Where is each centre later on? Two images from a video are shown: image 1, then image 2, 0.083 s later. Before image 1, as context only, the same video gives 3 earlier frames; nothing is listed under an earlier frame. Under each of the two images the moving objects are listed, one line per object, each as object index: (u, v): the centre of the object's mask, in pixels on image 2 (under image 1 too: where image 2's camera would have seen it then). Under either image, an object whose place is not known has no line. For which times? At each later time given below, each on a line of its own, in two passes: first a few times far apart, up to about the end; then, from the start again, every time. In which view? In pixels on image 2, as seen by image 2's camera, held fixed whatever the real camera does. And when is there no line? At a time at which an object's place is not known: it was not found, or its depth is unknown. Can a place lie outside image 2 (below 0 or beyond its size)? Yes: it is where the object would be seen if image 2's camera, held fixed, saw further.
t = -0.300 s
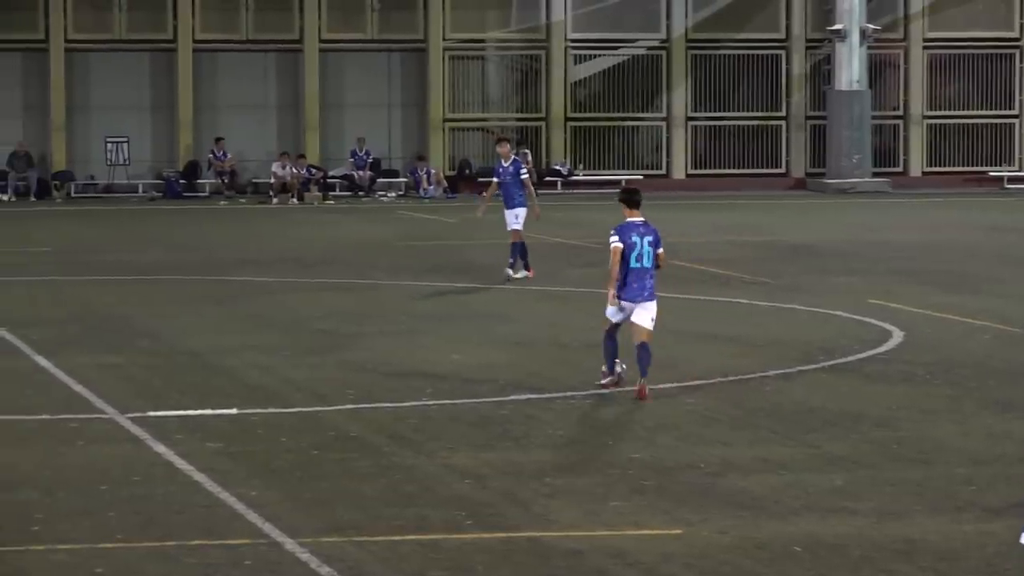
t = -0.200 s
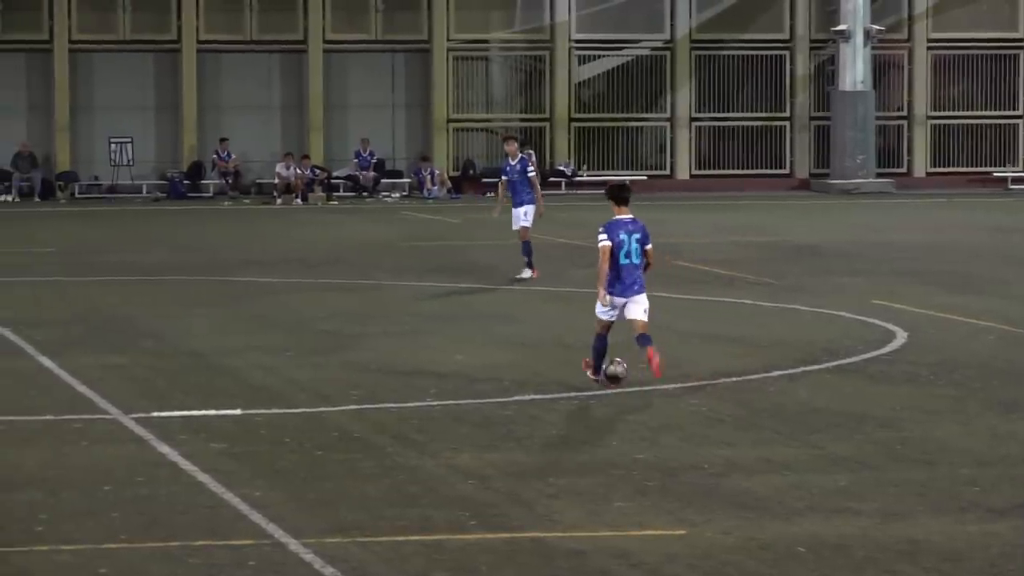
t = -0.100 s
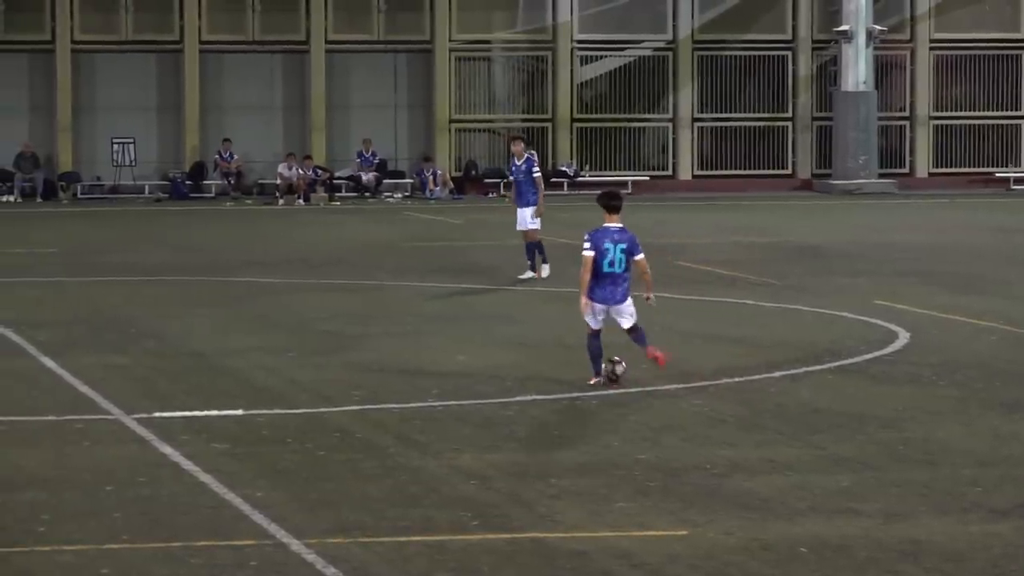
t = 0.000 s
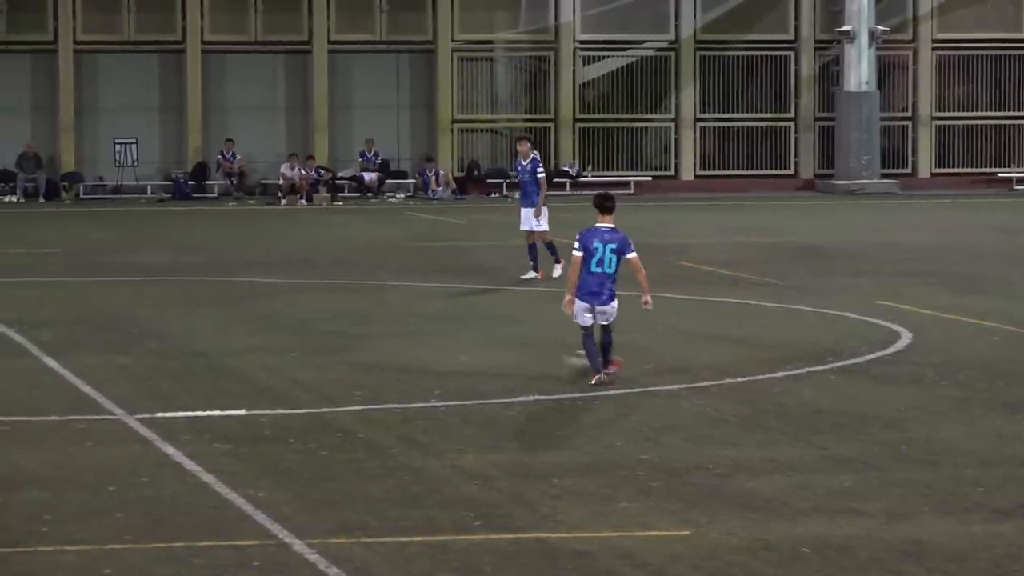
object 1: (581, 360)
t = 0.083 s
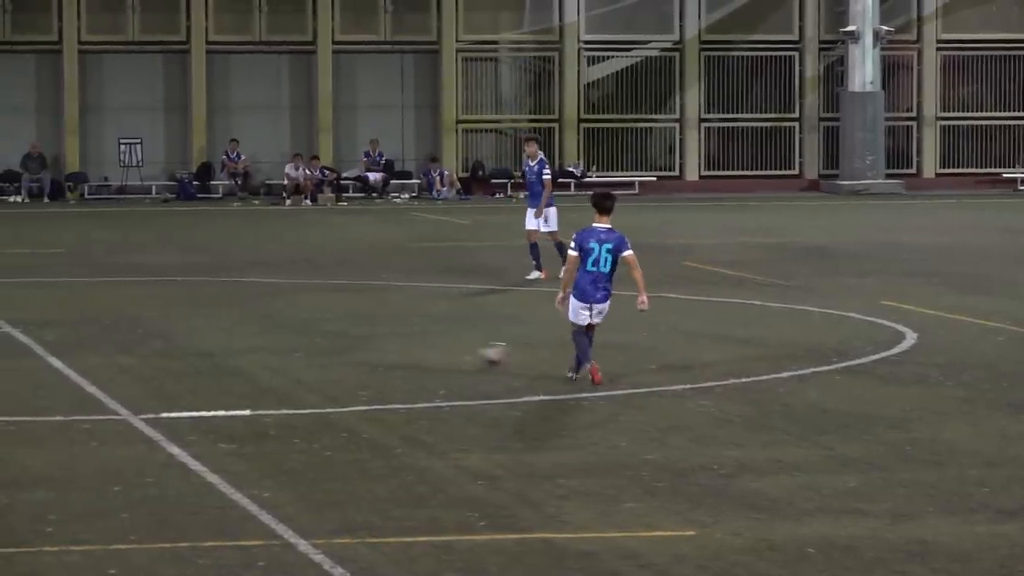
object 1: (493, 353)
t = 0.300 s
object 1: (291, 333)
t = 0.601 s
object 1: (83, 311)
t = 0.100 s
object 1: (475, 352)
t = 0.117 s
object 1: (459, 351)
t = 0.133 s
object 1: (442, 351)
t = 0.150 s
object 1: (426, 343)
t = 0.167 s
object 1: (411, 344)
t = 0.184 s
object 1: (396, 340)
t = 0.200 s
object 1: (379, 339)
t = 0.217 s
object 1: (364, 336)
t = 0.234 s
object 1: (350, 335)
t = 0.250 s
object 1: (335, 333)
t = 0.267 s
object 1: (321, 332)
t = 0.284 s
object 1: (306, 332)
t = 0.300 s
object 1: (291, 333)
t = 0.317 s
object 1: (278, 334)
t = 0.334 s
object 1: (267, 333)
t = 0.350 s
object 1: (253, 328)
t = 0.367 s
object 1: (240, 326)
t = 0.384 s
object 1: (229, 323)
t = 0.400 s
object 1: (216, 322)
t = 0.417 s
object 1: (204, 320)
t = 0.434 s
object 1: (192, 319)
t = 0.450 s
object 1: (181, 318)
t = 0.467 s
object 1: (169, 318)
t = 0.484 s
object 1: (157, 317)
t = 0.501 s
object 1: (145, 318)
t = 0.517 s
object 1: (135, 318)
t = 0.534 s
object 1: (123, 320)
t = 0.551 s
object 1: (113, 319)
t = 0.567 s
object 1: (102, 316)
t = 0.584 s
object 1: (92, 313)
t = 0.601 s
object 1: (83, 311)
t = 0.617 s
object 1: (73, 310)
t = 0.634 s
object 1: (64, 309)
